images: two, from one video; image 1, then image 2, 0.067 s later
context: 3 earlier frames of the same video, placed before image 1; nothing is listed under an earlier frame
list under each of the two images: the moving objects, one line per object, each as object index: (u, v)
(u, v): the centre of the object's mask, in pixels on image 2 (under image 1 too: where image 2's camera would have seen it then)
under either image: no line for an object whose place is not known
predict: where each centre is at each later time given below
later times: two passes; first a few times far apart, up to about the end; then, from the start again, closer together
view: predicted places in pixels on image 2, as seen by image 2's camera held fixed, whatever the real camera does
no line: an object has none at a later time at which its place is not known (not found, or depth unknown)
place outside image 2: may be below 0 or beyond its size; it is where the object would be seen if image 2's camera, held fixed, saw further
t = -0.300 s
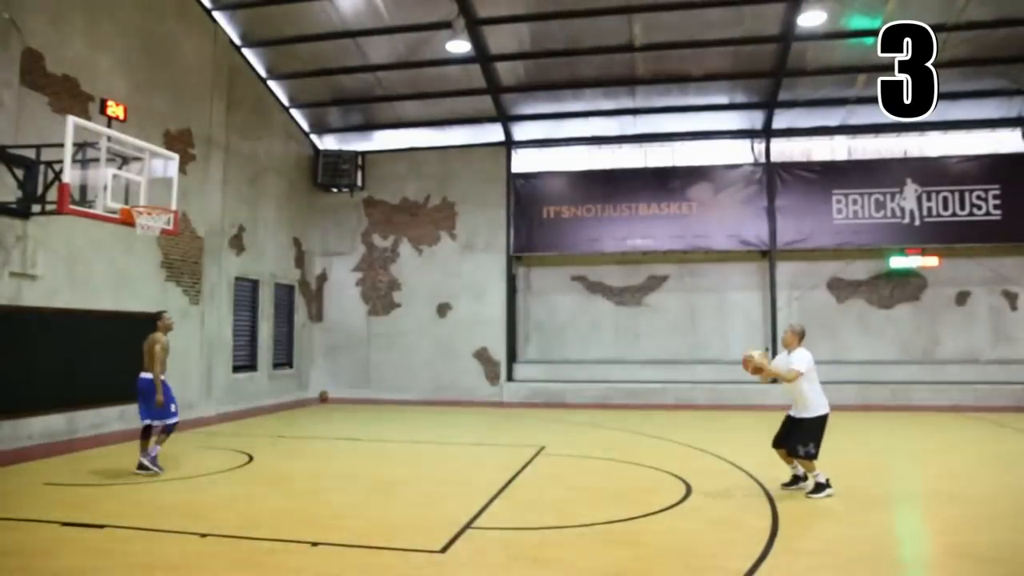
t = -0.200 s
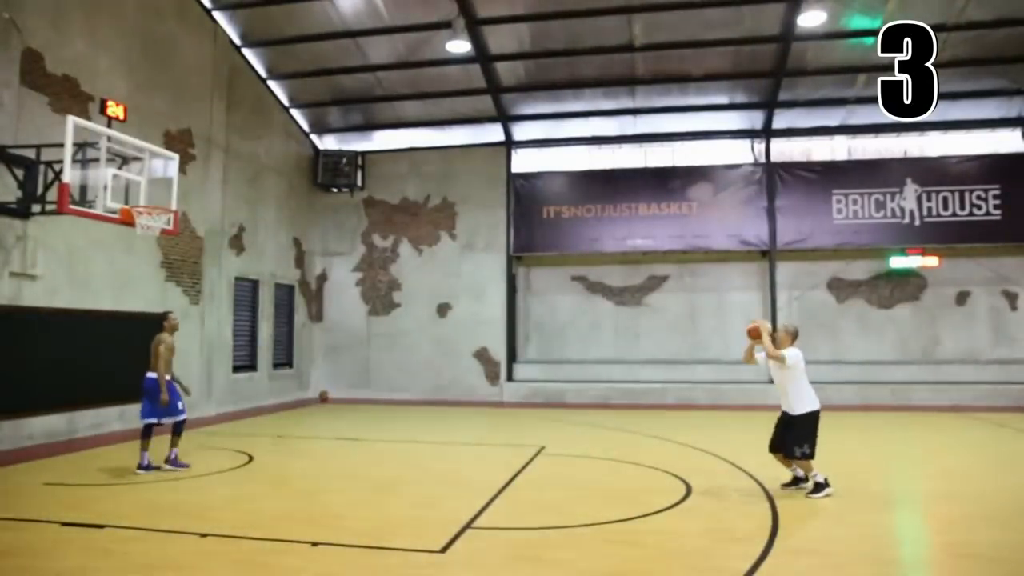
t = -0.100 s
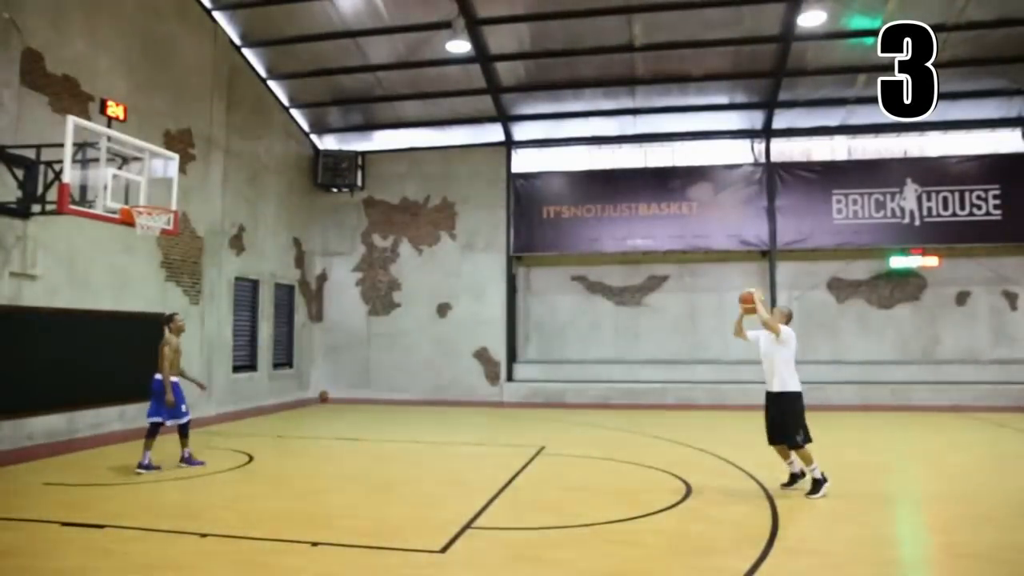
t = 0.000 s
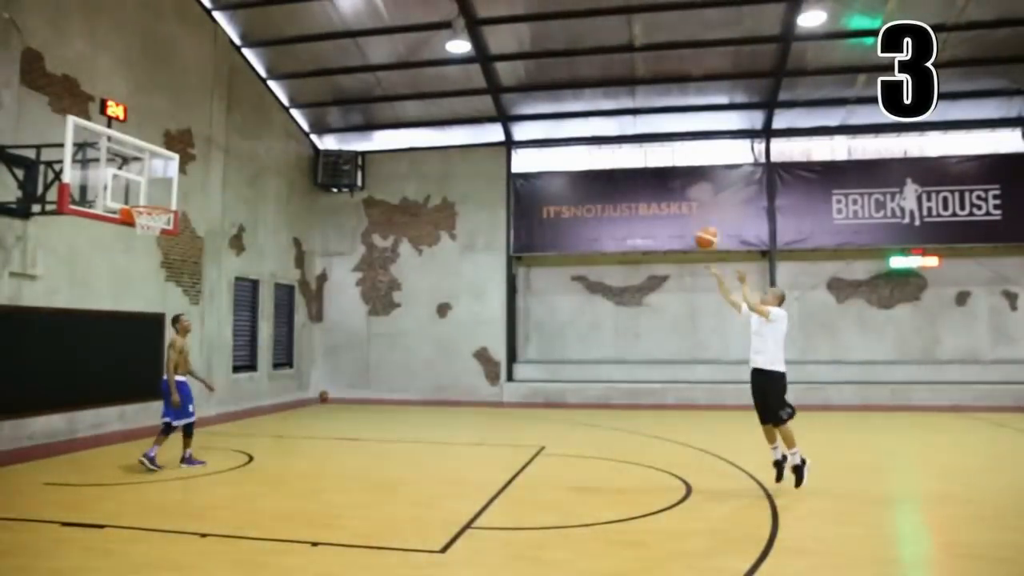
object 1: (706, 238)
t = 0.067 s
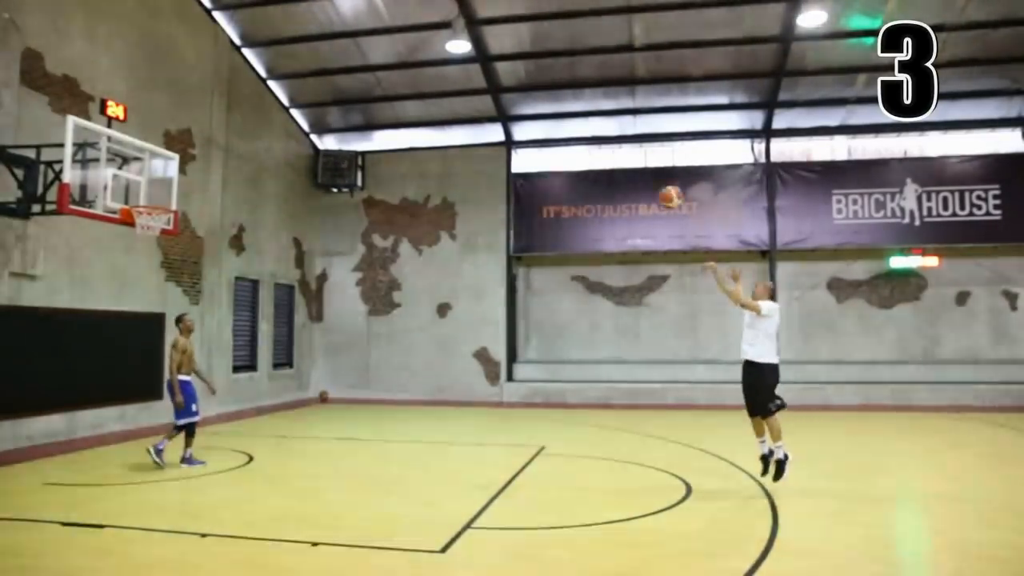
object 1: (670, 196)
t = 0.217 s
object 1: (592, 126)
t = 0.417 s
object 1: (494, 68)
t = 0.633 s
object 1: (399, 47)
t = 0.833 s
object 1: (316, 66)
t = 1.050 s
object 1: (232, 119)
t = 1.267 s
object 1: (152, 207)
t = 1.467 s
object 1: (118, 272)
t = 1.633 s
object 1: (97, 339)
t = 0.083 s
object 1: (662, 187)
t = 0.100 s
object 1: (653, 178)
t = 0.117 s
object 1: (644, 171)
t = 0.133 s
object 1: (635, 163)
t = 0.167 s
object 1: (618, 146)
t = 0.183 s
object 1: (609, 139)
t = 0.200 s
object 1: (601, 132)
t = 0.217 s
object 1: (592, 126)
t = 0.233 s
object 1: (583, 119)
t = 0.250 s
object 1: (576, 113)
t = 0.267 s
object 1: (567, 107)
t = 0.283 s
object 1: (559, 102)
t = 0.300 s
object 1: (551, 96)
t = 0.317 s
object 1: (542, 91)
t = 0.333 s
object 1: (534, 87)
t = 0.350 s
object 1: (526, 83)
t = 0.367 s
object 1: (517, 79)
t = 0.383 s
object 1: (510, 75)
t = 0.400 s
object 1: (502, 72)
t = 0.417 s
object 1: (494, 68)
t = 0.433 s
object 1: (487, 65)
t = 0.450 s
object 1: (479, 62)
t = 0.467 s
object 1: (472, 60)
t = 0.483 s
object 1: (465, 59)
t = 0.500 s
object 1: (457, 57)
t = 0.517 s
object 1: (448, 55)
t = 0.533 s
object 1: (441, 53)
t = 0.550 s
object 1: (433, 52)
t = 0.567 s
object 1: (427, 49)
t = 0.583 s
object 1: (420, 49)
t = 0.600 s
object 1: (413, 48)
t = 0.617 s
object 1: (406, 48)
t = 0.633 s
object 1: (399, 47)
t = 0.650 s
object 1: (391, 48)
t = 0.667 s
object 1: (385, 49)
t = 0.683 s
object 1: (378, 49)
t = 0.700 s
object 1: (371, 51)
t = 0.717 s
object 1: (364, 52)
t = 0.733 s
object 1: (356, 53)
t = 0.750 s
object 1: (350, 55)
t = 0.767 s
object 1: (343, 56)
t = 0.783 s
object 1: (336, 59)
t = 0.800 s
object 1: (330, 61)
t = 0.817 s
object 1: (323, 64)
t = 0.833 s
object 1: (316, 66)
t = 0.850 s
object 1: (309, 69)
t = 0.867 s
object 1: (303, 73)
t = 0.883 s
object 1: (297, 76)
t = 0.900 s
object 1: (290, 79)
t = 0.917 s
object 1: (284, 82)
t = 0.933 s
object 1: (276, 87)
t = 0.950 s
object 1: (270, 91)
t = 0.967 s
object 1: (264, 95)
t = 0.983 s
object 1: (257, 99)
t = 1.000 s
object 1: (250, 104)
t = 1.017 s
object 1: (244, 109)
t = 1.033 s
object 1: (238, 114)
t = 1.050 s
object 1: (232, 119)
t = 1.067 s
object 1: (226, 125)
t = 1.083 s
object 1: (219, 130)
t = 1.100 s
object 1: (214, 137)
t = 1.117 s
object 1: (208, 143)
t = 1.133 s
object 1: (201, 150)
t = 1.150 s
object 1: (194, 156)
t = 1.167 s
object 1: (188, 163)
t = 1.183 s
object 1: (183, 170)
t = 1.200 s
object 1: (177, 177)
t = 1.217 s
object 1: (170, 186)
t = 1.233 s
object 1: (164, 194)
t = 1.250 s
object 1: (158, 200)
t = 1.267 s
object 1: (152, 207)
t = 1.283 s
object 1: (147, 219)
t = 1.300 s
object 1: (140, 224)
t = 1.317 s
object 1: (137, 228)
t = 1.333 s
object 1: (136, 231)
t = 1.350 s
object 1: (134, 235)
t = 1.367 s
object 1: (131, 239)
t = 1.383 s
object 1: (129, 244)
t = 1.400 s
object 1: (128, 249)
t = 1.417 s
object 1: (126, 254)
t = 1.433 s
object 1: (123, 260)
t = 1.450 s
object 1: (121, 266)
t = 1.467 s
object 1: (118, 272)
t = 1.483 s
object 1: (116, 277)
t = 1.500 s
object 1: (114, 283)
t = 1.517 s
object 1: (112, 289)
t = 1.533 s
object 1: (110, 296)
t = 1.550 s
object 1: (108, 302)
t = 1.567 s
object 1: (106, 310)
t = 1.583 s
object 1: (103, 317)
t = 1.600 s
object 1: (102, 323)
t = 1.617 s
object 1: (99, 331)
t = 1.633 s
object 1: (97, 339)
